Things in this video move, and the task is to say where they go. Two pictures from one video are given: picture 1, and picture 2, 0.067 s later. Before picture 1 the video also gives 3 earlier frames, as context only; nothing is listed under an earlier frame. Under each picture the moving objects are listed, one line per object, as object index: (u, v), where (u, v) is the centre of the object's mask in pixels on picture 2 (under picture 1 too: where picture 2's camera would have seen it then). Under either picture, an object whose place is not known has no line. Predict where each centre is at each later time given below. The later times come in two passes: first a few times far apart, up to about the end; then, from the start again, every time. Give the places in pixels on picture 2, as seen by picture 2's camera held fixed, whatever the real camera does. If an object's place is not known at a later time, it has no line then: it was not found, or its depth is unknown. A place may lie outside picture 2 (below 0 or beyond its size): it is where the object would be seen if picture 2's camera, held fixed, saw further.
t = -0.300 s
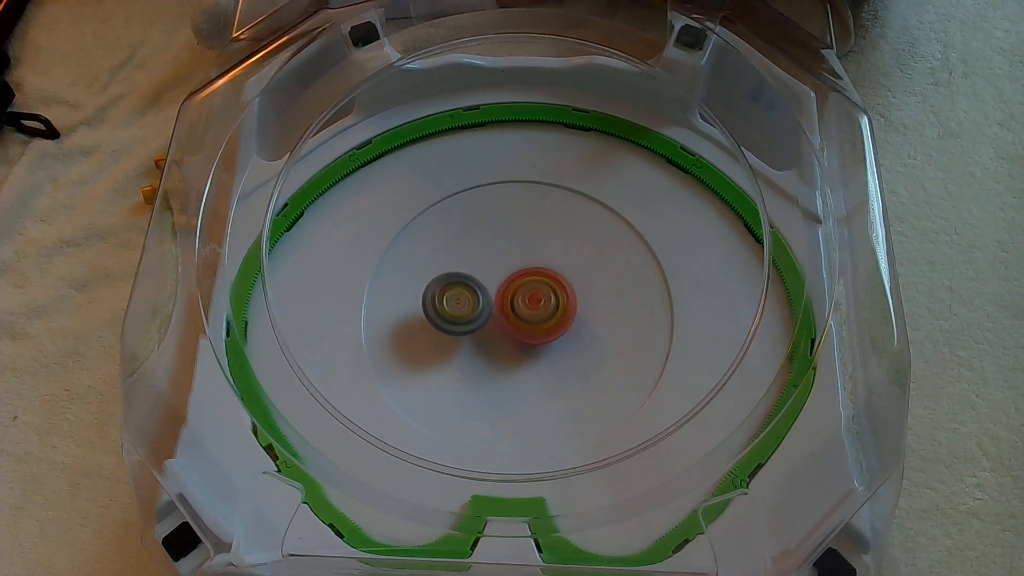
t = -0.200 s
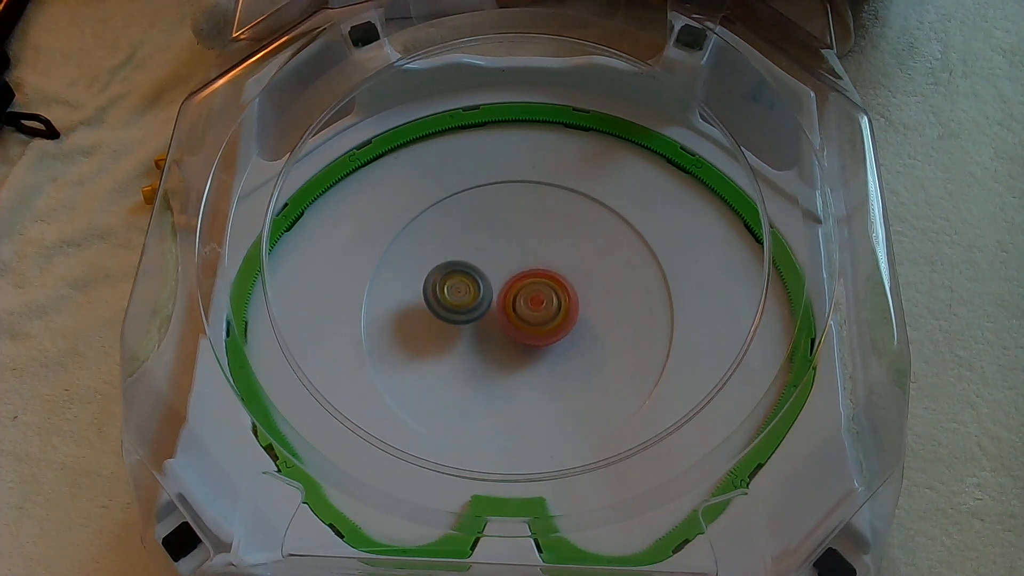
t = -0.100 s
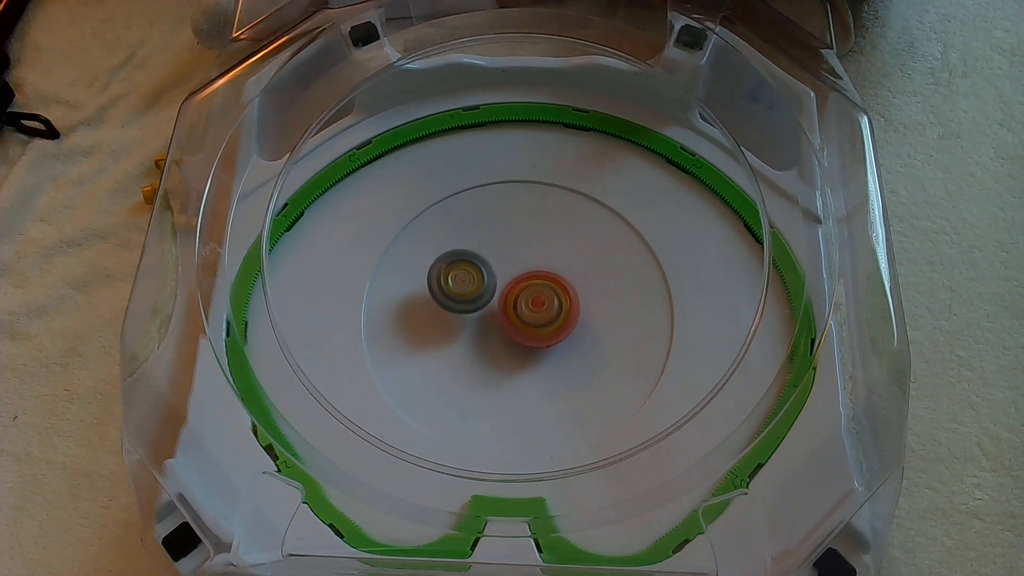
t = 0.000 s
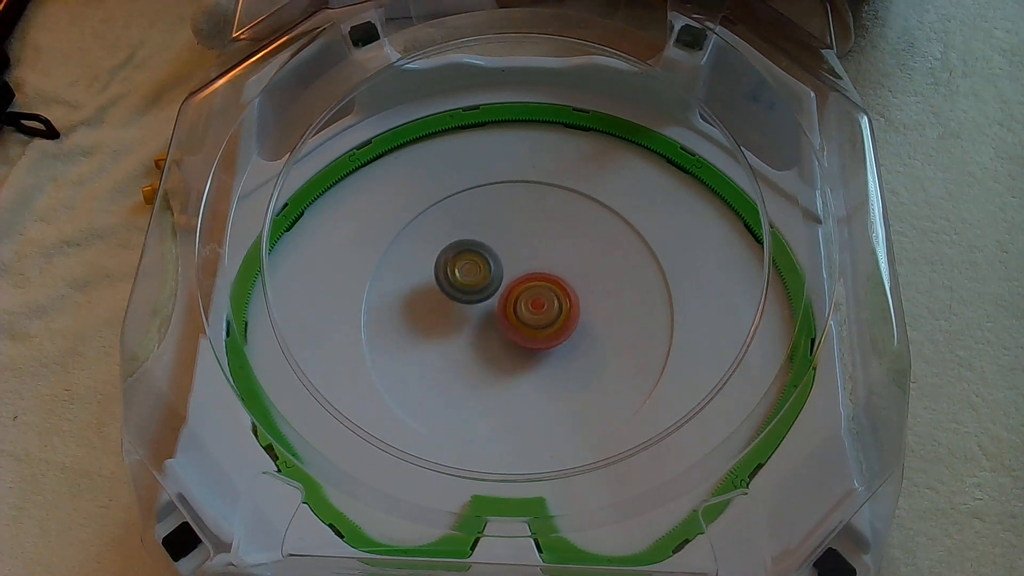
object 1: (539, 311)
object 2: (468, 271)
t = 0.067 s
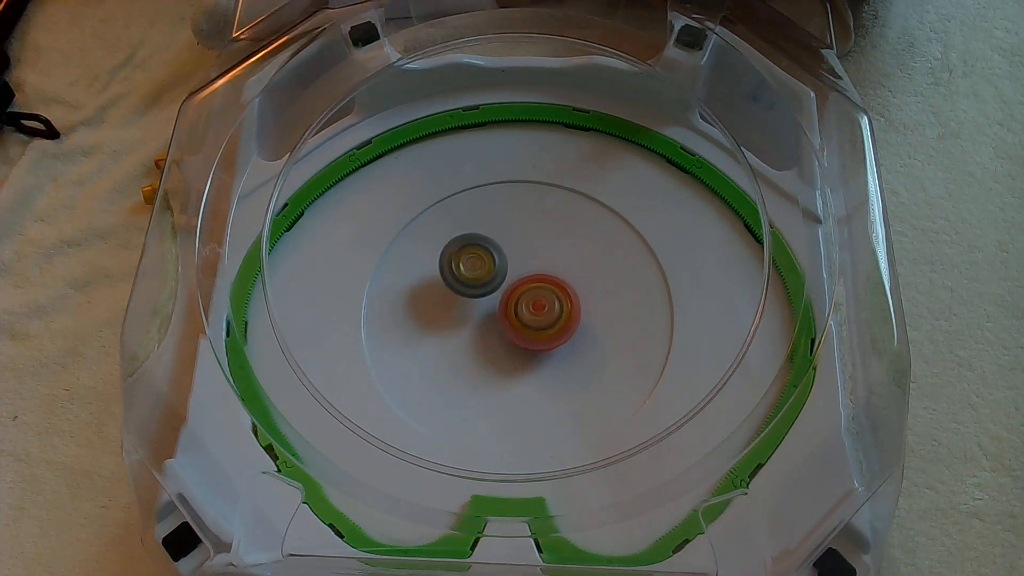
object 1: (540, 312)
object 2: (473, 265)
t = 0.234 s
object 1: (540, 317)
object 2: (488, 255)
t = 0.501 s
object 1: (535, 324)
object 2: (518, 246)
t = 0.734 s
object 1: (528, 329)
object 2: (542, 250)
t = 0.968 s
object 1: (518, 331)
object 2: (558, 262)
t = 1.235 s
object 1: (506, 333)
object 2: (569, 280)
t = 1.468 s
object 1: (497, 327)
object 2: (571, 297)
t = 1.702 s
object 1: (488, 321)
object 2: (568, 312)
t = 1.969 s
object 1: (485, 311)
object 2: (558, 331)
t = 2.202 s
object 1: (489, 301)
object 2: (547, 342)
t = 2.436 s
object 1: (497, 291)
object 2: (531, 348)
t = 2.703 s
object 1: (512, 283)
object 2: (513, 350)
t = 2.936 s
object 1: (528, 281)
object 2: (497, 342)
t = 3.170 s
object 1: (542, 286)
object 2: (484, 329)
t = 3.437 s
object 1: (552, 294)
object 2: (477, 310)
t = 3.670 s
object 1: (557, 305)
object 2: (477, 291)
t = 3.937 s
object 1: (552, 321)
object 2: (485, 277)
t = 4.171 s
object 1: (541, 333)
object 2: (496, 268)
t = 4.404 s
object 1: (525, 341)
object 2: (509, 264)
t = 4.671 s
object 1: (505, 344)
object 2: (527, 269)
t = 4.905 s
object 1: (489, 341)
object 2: (542, 277)
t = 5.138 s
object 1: (479, 329)
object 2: (550, 291)
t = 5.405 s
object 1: (475, 314)
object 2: (554, 309)
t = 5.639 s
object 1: (481, 297)
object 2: (549, 323)
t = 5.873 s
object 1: (492, 283)
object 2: (541, 332)
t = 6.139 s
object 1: (513, 274)
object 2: (524, 340)
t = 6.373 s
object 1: (532, 275)
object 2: (506, 337)
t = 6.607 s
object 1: (550, 283)
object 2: (490, 324)
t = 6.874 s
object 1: (560, 298)
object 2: (482, 305)
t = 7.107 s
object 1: (560, 314)
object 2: (485, 289)
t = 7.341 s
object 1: (553, 332)
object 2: (494, 277)
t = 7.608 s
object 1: (535, 345)
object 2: (511, 270)
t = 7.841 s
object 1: (514, 348)
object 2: (528, 271)
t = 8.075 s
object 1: (492, 343)
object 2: (542, 281)
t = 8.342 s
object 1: (475, 327)
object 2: (550, 297)
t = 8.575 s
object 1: (471, 309)
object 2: (547, 313)
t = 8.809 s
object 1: (475, 292)
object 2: (540, 325)
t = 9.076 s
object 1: (496, 276)
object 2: (528, 334)
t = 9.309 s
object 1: (518, 271)
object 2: (514, 336)
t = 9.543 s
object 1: (542, 277)
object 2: (500, 331)
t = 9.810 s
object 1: (560, 294)
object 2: (489, 317)
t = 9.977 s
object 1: (564, 309)
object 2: (485, 305)
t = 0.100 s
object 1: (540, 313)
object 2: (476, 263)
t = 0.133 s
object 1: (539, 313)
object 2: (479, 261)
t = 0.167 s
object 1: (539, 315)
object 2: (482, 258)
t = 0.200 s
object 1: (540, 316)
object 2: (485, 257)
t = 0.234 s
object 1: (540, 317)
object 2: (488, 255)
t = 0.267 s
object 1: (539, 317)
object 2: (492, 253)
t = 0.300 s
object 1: (539, 318)
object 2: (495, 251)
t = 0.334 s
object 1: (539, 320)
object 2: (499, 249)
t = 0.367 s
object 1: (538, 321)
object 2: (502, 248)
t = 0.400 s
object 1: (538, 322)
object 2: (506, 247)
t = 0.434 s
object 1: (537, 322)
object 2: (510, 246)
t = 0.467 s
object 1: (536, 323)
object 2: (514, 246)
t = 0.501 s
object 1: (535, 324)
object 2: (518, 246)
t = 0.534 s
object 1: (534, 324)
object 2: (522, 246)
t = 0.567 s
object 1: (533, 325)
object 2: (526, 247)
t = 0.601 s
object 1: (532, 326)
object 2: (530, 247)
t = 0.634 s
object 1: (531, 327)
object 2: (533, 247)
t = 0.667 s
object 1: (530, 328)
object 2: (536, 248)
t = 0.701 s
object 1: (529, 328)
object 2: (539, 249)
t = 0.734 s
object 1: (528, 329)
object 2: (542, 250)
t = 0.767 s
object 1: (527, 329)
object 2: (545, 252)
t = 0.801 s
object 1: (525, 329)
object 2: (547, 253)
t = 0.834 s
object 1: (524, 330)
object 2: (550, 254)
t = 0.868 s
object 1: (522, 331)
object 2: (552, 256)
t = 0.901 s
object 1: (521, 331)
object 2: (554, 258)
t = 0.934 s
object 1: (520, 331)
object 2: (556, 260)
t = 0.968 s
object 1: (518, 331)
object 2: (558, 262)
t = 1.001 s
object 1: (517, 331)
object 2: (559, 264)
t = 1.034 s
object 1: (515, 331)
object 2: (561, 266)
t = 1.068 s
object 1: (514, 331)
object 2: (562, 269)
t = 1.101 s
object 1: (512, 332)
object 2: (564, 271)
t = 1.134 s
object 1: (510, 333)
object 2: (567, 272)
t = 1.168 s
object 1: (508, 333)
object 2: (568, 275)
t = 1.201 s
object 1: (507, 333)
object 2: (569, 277)
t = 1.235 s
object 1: (506, 333)
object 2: (569, 280)
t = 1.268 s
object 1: (504, 332)
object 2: (569, 282)
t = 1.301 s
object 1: (504, 331)
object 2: (569, 285)
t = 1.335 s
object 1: (503, 331)
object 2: (571, 287)
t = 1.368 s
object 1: (501, 330)
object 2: (572, 290)
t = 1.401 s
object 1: (499, 329)
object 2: (572, 292)
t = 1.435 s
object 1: (498, 328)
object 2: (571, 295)
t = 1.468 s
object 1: (497, 327)
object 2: (571, 297)
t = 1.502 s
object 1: (495, 326)
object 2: (571, 300)
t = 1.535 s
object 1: (493, 326)
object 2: (570, 302)
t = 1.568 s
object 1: (493, 326)
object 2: (569, 304)
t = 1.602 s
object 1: (490, 324)
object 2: (571, 307)
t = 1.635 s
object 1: (488, 323)
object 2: (570, 309)
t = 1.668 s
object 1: (488, 322)
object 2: (570, 310)
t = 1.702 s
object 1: (488, 321)
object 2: (568, 312)
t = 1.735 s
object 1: (488, 320)
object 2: (567, 315)
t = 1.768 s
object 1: (488, 319)
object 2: (566, 317)
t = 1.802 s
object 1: (487, 318)
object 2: (565, 319)
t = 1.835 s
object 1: (487, 316)
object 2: (563, 322)
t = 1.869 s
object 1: (486, 315)
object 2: (562, 324)
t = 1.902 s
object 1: (486, 314)
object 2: (561, 326)
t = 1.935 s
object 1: (486, 312)
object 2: (560, 328)
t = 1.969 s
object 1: (485, 311)
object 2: (558, 331)
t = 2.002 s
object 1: (485, 310)
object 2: (557, 332)
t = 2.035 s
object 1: (486, 308)
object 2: (555, 334)
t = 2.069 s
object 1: (486, 307)
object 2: (554, 336)
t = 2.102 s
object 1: (487, 305)
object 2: (552, 338)
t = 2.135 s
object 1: (488, 304)
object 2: (550, 339)
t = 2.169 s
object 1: (488, 302)
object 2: (549, 341)
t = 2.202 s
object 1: (489, 301)
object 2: (547, 342)
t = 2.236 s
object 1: (490, 299)
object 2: (545, 343)
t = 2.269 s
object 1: (491, 298)
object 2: (544, 344)
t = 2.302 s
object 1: (492, 296)
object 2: (541, 345)
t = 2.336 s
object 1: (493, 295)
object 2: (539, 346)
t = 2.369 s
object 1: (495, 293)
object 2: (536, 347)
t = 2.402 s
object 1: (496, 292)
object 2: (534, 348)
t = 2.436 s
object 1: (497, 291)
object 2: (531, 348)
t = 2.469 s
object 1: (499, 289)
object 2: (529, 350)
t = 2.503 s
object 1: (501, 288)
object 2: (527, 350)
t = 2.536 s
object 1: (502, 287)
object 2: (525, 350)
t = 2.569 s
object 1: (504, 287)
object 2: (523, 350)
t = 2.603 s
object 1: (506, 286)
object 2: (520, 350)
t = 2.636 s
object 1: (509, 285)
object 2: (518, 350)
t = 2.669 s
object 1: (510, 284)
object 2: (515, 351)
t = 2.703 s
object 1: (512, 283)
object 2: (513, 350)
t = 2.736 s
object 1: (515, 283)
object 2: (511, 350)
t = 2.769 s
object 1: (516, 282)
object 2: (508, 349)
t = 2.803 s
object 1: (518, 282)
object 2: (506, 348)
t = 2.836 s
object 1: (521, 282)
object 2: (504, 347)
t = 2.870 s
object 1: (522, 282)
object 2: (502, 345)
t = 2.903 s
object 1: (525, 282)
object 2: (500, 343)
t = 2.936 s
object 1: (528, 281)
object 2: (497, 342)
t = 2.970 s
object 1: (529, 282)
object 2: (494, 341)
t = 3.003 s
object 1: (531, 282)
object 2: (493, 339)
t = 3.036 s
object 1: (534, 283)
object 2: (491, 337)
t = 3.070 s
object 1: (535, 284)
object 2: (488, 336)
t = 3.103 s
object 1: (538, 284)
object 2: (486, 333)
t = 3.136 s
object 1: (540, 285)
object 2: (485, 331)
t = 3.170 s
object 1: (542, 286)
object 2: (484, 329)
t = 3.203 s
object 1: (544, 287)
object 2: (483, 327)
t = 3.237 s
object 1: (545, 288)
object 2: (482, 325)
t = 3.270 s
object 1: (546, 289)
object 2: (480, 322)
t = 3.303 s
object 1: (548, 289)
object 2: (480, 320)
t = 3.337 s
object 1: (549, 290)
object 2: (479, 318)
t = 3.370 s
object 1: (550, 292)
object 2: (478, 315)
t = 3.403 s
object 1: (551, 293)
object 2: (478, 313)
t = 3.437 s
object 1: (552, 294)
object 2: (477, 310)
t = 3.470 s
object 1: (553, 296)
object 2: (477, 307)
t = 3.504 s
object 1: (554, 298)
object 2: (476, 304)
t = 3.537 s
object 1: (555, 300)
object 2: (476, 302)
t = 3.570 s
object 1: (555, 302)
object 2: (477, 299)
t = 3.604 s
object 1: (556, 302)
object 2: (476, 296)
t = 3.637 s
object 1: (557, 304)
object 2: (476, 293)
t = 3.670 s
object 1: (557, 305)
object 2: (477, 291)
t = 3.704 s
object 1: (557, 307)
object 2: (478, 289)
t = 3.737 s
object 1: (556, 309)
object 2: (478, 287)
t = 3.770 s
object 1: (555, 311)
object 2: (480, 285)
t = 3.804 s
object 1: (555, 313)
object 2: (480, 283)
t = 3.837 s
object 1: (555, 315)
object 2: (481, 281)
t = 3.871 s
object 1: (554, 317)
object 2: (482, 279)
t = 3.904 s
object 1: (553, 319)
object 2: (484, 278)
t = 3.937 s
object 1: (552, 321)
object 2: (485, 277)
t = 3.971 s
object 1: (551, 322)
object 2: (487, 275)
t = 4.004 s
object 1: (550, 324)
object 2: (488, 274)
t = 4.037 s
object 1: (549, 326)
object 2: (490, 272)
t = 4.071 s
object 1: (547, 328)
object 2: (491, 271)
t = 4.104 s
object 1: (545, 330)
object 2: (493, 270)
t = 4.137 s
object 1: (543, 331)
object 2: (494, 269)
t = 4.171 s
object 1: (541, 333)
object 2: (496, 268)
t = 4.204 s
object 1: (539, 334)
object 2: (497, 267)
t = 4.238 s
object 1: (537, 335)
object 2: (499, 266)
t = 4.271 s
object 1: (535, 337)
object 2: (501, 266)
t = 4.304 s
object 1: (533, 338)
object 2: (503, 265)
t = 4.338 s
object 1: (530, 339)
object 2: (505, 264)
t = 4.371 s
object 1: (528, 340)
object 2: (507, 264)
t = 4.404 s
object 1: (525, 341)
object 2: (509, 264)
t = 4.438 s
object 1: (523, 342)
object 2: (512, 264)
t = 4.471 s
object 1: (520, 343)
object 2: (514, 264)
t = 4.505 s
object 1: (517, 343)
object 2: (516, 264)
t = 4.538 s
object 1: (515, 343)
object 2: (518, 265)
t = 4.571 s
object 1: (512, 344)
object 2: (521, 266)
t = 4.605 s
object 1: (510, 344)
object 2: (523, 266)
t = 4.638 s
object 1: (507, 344)
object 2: (525, 267)
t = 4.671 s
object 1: (505, 344)
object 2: (527, 269)
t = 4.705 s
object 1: (502, 344)
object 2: (530, 270)
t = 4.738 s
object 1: (499, 344)
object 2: (532, 271)
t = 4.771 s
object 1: (497, 345)
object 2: (535, 272)
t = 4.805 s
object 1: (494, 344)
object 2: (537, 273)
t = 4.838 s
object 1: (493, 343)
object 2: (539, 274)
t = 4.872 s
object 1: (491, 342)
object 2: (541, 275)
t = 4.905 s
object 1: (489, 341)
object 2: (542, 277)
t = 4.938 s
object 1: (488, 339)
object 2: (543, 279)
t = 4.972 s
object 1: (486, 337)
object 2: (545, 281)
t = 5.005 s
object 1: (486, 335)
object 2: (546, 283)
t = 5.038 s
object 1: (485, 334)
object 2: (547, 285)
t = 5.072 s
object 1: (484, 332)
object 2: (548, 287)
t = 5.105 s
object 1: (481, 331)
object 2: (549, 289)
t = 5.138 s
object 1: (479, 329)
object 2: (550, 291)
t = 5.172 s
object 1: (478, 327)
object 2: (551, 293)
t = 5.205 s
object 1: (478, 326)
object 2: (552, 296)
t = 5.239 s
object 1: (476, 324)
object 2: (553, 298)
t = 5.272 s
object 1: (476, 322)
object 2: (553, 300)
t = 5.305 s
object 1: (475, 319)
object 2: (553, 302)
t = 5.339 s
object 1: (476, 318)
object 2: (553, 304)
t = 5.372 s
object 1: (476, 316)
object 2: (554, 307)
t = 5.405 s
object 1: (475, 314)
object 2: (554, 309)
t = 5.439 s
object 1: (475, 311)
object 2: (554, 311)
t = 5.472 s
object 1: (476, 309)
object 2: (553, 313)
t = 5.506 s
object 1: (477, 306)
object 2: (553, 316)
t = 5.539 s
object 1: (477, 303)
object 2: (552, 318)
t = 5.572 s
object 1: (478, 301)
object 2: (551, 319)
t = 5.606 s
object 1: (479, 299)
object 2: (550, 321)
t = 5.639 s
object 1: (481, 297)
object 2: (549, 323)
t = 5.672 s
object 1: (482, 294)
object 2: (549, 324)
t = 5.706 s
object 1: (484, 292)
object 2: (548, 326)
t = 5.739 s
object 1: (485, 290)
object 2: (546, 327)
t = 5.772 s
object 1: (487, 289)
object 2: (545, 329)
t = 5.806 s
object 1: (489, 286)
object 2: (544, 330)
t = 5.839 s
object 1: (490, 285)
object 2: (542, 331)
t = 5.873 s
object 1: (492, 283)
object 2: (541, 332)
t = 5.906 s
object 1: (495, 281)
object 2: (538, 334)
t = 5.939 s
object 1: (497, 279)
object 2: (537, 335)
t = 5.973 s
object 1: (499, 278)
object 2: (535, 336)
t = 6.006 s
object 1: (502, 277)
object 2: (533, 337)
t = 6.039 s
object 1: (504, 277)
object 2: (530, 337)
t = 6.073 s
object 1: (507, 275)
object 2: (528, 339)
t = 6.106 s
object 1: (510, 274)
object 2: (526, 340)
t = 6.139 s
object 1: (513, 274)
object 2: (524, 340)
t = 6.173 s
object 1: (516, 274)
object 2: (521, 340)
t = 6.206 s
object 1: (519, 274)
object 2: (519, 340)
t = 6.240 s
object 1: (521, 274)
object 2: (516, 339)
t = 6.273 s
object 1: (524, 274)
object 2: (513, 339)
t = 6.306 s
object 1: (527, 273)
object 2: (511, 339)
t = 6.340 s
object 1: (529, 274)
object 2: (508, 338)
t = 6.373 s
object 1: (532, 275)
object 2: (506, 337)
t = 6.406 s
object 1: (536, 276)
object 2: (503, 335)
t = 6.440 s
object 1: (538, 277)
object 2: (501, 334)
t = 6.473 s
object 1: (540, 278)
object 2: (498, 332)
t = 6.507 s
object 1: (543, 279)
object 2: (496, 331)
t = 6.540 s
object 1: (546, 280)
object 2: (494, 329)
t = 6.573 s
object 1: (548, 281)
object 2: (492, 326)
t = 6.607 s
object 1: (550, 283)
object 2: (490, 324)
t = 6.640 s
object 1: (551, 285)
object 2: (488, 322)
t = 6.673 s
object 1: (553, 286)
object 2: (486, 319)
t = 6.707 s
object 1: (555, 288)
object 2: (485, 317)
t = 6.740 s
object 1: (556, 290)
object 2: (484, 315)
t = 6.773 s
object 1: (557, 292)
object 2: (483, 312)
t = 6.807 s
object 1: (559, 293)
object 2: (483, 309)
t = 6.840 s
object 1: (560, 295)
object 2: (482, 307)
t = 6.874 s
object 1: (560, 298)
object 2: (482, 305)
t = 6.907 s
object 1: (561, 300)
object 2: (482, 302)
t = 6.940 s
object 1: (562, 303)
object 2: (482, 299)
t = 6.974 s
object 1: (562, 305)
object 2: (482, 297)
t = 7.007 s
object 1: (562, 307)
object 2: (482, 295)
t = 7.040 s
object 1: (561, 310)
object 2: (483, 293)
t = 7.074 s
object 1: (561, 312)
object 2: (484, 291)
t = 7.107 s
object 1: (560, 314)
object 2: (485, 289)
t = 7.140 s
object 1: (560, 317)
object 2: (485, 286)
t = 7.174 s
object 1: (560, 320)
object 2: (486, 284)
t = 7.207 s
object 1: (559, 323)
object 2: (487, 283)
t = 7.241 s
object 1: (558, 325)
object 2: (489, 281)
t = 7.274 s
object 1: (557, 327)
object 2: (491, 280)
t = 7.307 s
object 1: (555, 329)
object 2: (492, 278)
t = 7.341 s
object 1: (553, 332)
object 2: (494, 277)
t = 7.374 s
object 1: (551, 334)
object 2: (496, 275)
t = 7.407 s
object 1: (549, 336)
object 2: (498, 275)
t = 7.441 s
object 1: (547, 338)
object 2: (500, 274)
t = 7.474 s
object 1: (545, 340)
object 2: (502, 273)
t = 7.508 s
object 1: (543, 341)
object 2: (504, 272)
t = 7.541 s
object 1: (541, 343)
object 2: (506, 271)
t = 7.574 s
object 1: (538, 344)
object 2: (508, 271)
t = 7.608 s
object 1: (535, 345)
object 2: (511, 270)
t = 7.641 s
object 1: (532, 347)
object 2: (514, 269)
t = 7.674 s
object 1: (529, 348)
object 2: (516, 269)
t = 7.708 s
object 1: (526, 348)
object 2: (518, 268)
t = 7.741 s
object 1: (523, 349)
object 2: (521, 268)
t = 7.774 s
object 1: (520, 348)
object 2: (524, 269)
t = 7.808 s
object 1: (517, 348)
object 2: (526, 270)
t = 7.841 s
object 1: (514, 348)
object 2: (528, 271)
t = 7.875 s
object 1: (511, 347)
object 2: (531, 272)
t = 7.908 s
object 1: (508, 347)
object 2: (533, 273)
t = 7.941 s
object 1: (505, 347)
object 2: (535, 274)
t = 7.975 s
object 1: (502, 346)
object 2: (537, 275)
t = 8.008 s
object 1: (499, 345)
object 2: (539, 277)
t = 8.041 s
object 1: (495, 344)
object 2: (541, 279)
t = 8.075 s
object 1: (492, 343)
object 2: (542, 281)
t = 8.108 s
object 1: (489, 341)
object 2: (544, 283)
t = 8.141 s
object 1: (488, 339)
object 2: (544, 284)
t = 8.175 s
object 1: (486, 337)
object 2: (545, 287)
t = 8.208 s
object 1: (481, 336)
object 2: (547, 289)
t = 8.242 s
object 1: (480, 335)
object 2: (548, 291)
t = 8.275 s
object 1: (478, 332)
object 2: (549, 293)
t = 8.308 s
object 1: (476, 330)
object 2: (549, 295)
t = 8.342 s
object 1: (475, 327)
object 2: (550, 297)
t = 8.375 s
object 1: (474, 324)
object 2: (549, 299)
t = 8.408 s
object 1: (473, 322)
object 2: (549, 302)
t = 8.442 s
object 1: (472, 319)
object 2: (549, 304)
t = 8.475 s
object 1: (471, 317)
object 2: (548, 306)
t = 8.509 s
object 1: (471, 314)
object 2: (548, 309)
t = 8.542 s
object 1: (470, 312)
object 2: (547, 311)
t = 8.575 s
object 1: (471, 309)
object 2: (547, 313)
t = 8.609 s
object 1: (470, 307)
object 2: (547, 315)
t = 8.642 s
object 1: (471, 304)
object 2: (546, 317)
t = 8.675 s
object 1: (471, 302)
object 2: (545, 319)
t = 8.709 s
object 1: (472, 299)
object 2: (543, 320)
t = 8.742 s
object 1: (473, 297)
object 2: (542, 322)
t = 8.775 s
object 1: (474, 294)
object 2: (541, 324)
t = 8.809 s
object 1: (475, 292)
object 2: (540, 325)
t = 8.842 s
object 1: (477, 289)
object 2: (539, 326)
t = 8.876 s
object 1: (479, 287)
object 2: (537, 328)
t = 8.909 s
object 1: (482, 285)
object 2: (536, 329)
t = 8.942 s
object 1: (484, 283)
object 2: (534, 331)
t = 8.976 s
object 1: (487, 281)
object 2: (533, 331)
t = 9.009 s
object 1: (490, 279)
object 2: (532, 332)
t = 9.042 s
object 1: (493, 277)
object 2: (530, 333)
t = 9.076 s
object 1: (496, 276)
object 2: (528, 334)
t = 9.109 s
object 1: (499, 275)
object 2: (526, 335)
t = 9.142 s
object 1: (501, 273)
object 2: (524, 336)
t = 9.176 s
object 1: (504, 272)
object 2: (522, 336)
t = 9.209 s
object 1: (508, 272)
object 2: (520, 337)
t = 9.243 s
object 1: (511, 271)
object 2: (518, 337)
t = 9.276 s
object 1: (515, 271)
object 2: (516, 337)
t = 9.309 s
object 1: (518, 271)
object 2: (514, 336)
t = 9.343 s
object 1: (522, 271)
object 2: (511, 336)
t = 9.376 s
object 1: (525, 271)
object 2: (509, 336)
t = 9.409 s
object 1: (529, 271)
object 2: (508, 335)
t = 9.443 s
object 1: (532, 273)
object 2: (506, 335)
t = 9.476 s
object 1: (536, 274)
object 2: (504, 333)
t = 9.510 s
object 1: (539, 275)
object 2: (502, 333)
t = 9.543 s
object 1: (542, 277)
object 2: (500, 331)
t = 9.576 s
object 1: (545, 278)
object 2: (498, 330)
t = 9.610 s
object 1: (547, 280)
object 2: (497, 329)
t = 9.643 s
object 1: (550, 282)
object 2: (495, 327)
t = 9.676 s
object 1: (552, 285)
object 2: (494, 325)
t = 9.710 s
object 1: (555, 287)
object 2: (492, 323)
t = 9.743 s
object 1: (557, 289)
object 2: (491, 321)
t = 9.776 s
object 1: (558, 292)
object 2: (490, 319)
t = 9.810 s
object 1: (560, 294)
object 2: (489, 317)
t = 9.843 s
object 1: (562, 297)
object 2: (488, 315)
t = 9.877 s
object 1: (563, 300)
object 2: (486, 312)
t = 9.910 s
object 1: (564, 303)
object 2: (486, 310)
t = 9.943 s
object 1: (564, 305)
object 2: (485, 307)
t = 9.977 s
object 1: (564, 309)
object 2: (485, 305)
